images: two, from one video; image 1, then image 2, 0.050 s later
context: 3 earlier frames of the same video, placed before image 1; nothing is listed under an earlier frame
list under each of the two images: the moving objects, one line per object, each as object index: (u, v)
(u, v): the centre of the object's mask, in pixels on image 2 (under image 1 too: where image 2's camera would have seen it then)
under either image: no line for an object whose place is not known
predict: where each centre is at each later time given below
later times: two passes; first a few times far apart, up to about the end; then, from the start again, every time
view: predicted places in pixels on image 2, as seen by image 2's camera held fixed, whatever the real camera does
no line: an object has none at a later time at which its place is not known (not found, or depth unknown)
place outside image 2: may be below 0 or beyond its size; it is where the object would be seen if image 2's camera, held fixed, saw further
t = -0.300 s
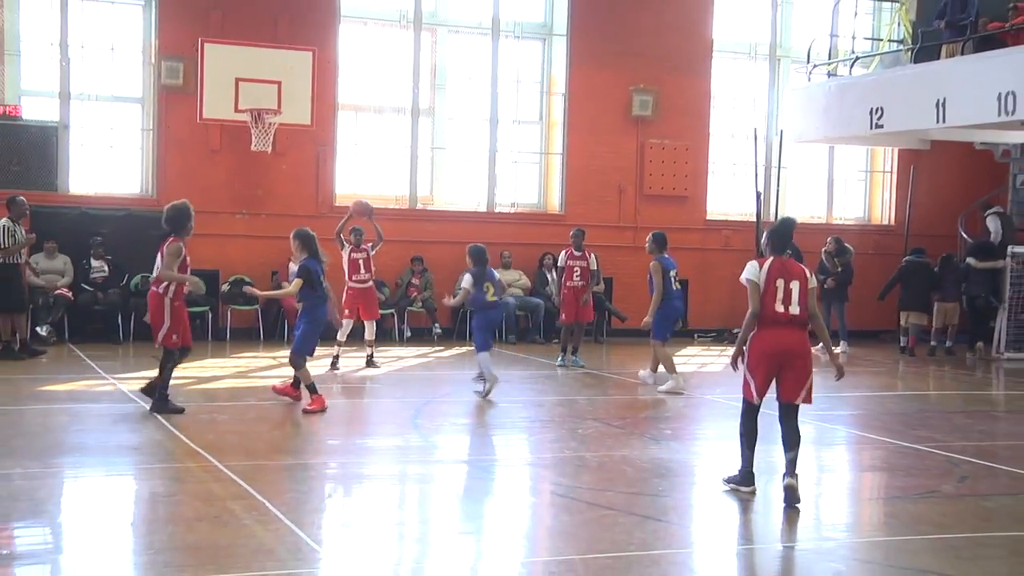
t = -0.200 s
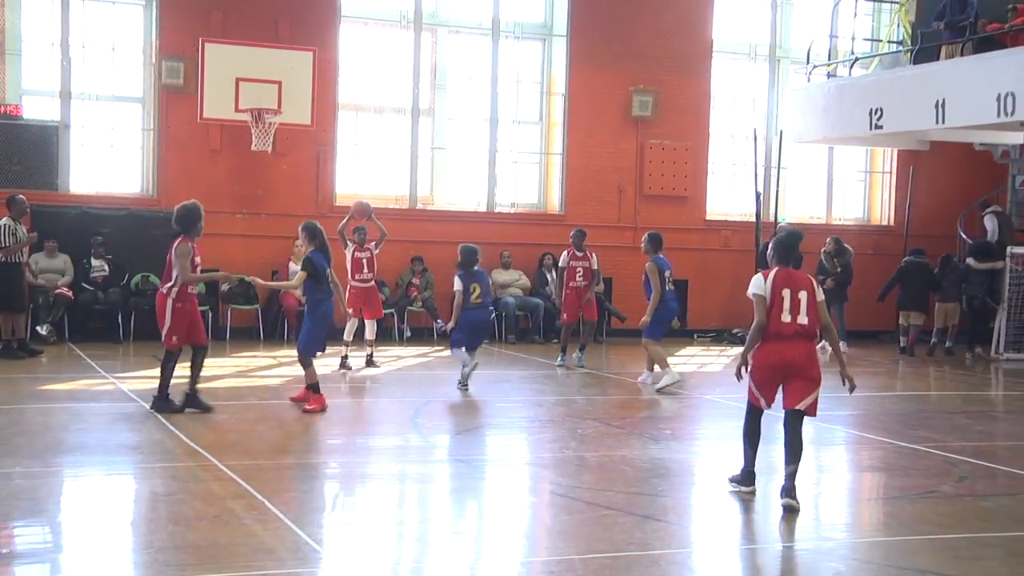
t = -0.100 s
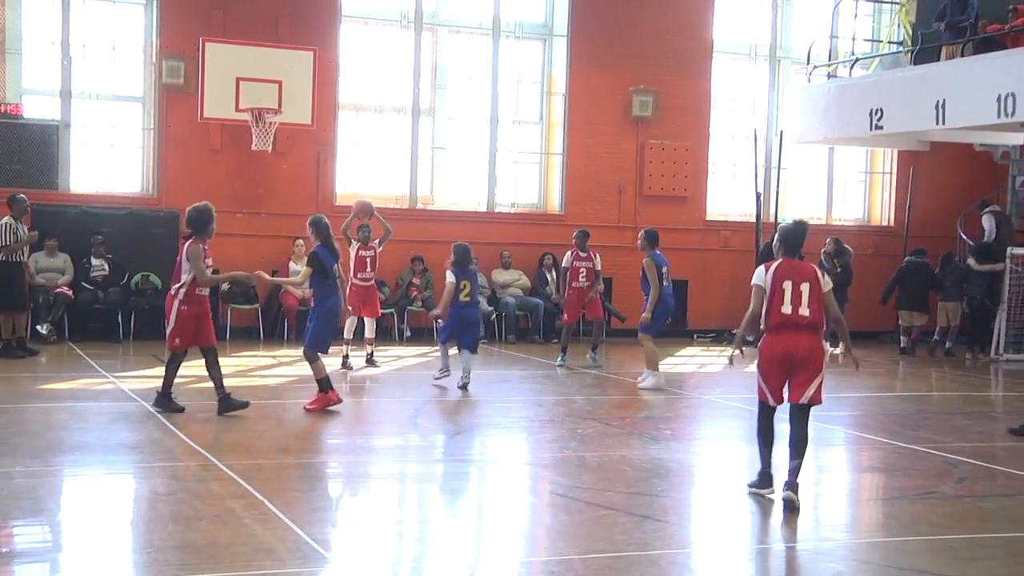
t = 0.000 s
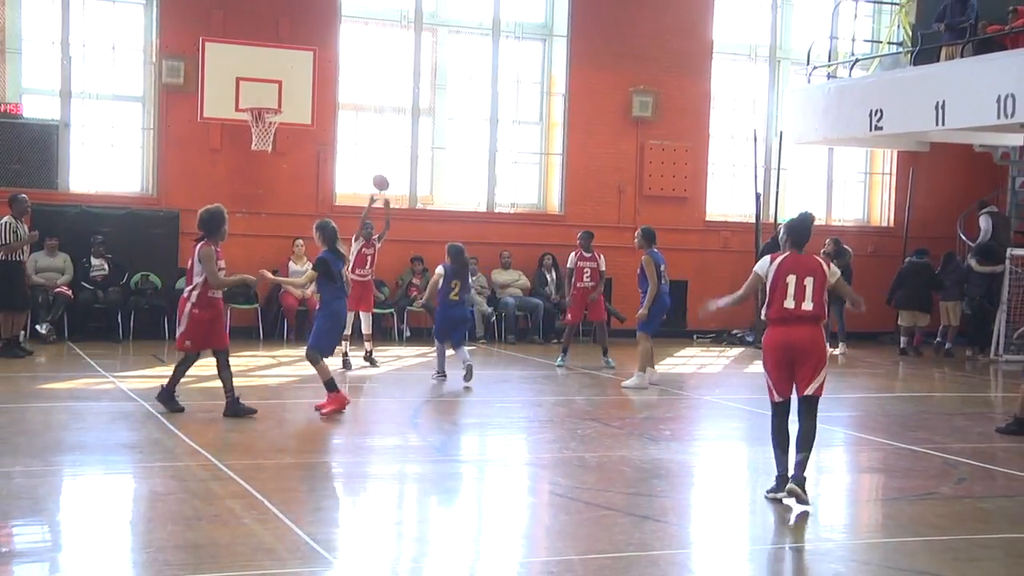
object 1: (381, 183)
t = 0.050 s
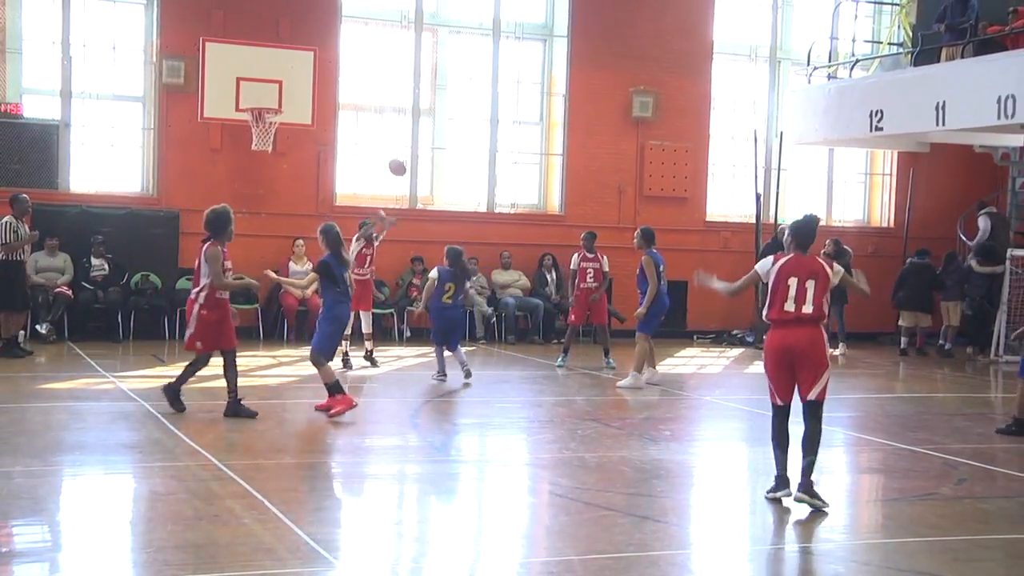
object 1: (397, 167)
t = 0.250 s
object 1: (466, 125)
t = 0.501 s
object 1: (569, 129)
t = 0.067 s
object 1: (402, 163)
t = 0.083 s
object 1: (408, 158)
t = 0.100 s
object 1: (412, 155)
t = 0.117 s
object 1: (418, 150)
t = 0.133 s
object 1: (425, 147)
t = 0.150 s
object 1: (431, 142)
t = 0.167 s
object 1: (436, 139)
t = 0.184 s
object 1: (441, 136)
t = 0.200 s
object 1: (446, 133)
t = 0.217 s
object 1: (452, 130)
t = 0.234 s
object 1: (459, 127)
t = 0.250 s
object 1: (466, 125)
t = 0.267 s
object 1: (471, 123)
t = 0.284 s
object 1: (478, 122)
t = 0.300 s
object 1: (485, 121)
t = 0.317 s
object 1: (491, 119)
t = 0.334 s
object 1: (497, 119)
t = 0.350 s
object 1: (504, 118)
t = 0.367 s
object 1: (511, 118)
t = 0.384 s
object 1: (518, 118)
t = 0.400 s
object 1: (525, 119)
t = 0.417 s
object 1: (533, 119)
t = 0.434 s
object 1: (540, 120)
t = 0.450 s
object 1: (547, 122)
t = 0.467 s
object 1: (554, 124)
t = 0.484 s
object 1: (562, 126)
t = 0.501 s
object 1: (569, 129)
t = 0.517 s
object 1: (577, 131)
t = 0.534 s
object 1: (584, 133)
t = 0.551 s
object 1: (591, 137)
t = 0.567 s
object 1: (599, 141)
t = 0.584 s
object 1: (607, 145)
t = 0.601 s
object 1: (616, 150)
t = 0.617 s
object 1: (624, 155)
